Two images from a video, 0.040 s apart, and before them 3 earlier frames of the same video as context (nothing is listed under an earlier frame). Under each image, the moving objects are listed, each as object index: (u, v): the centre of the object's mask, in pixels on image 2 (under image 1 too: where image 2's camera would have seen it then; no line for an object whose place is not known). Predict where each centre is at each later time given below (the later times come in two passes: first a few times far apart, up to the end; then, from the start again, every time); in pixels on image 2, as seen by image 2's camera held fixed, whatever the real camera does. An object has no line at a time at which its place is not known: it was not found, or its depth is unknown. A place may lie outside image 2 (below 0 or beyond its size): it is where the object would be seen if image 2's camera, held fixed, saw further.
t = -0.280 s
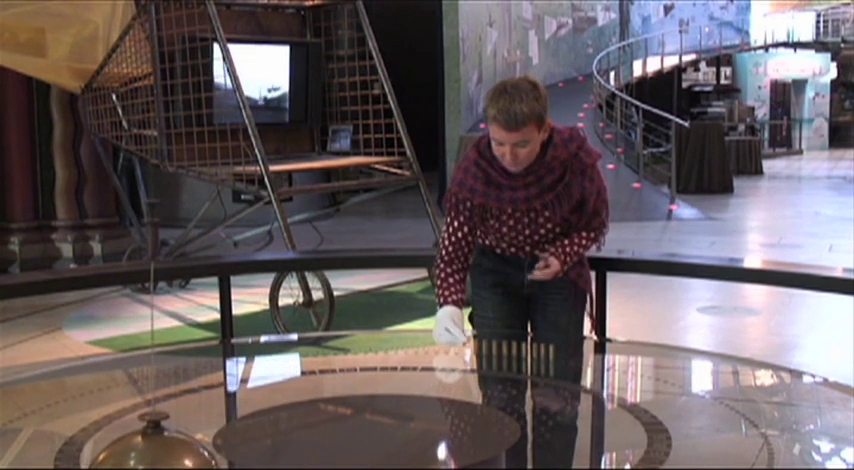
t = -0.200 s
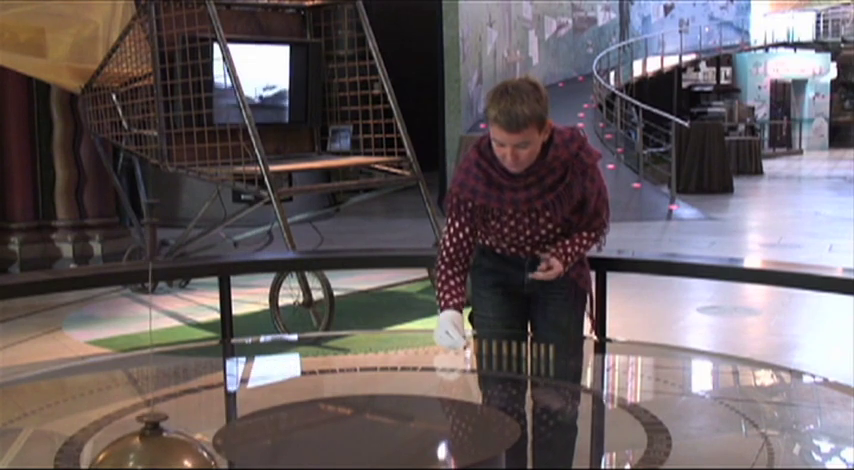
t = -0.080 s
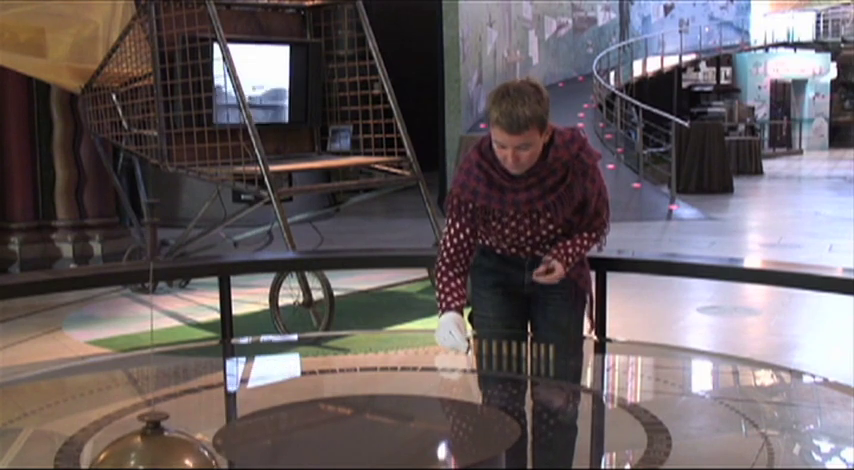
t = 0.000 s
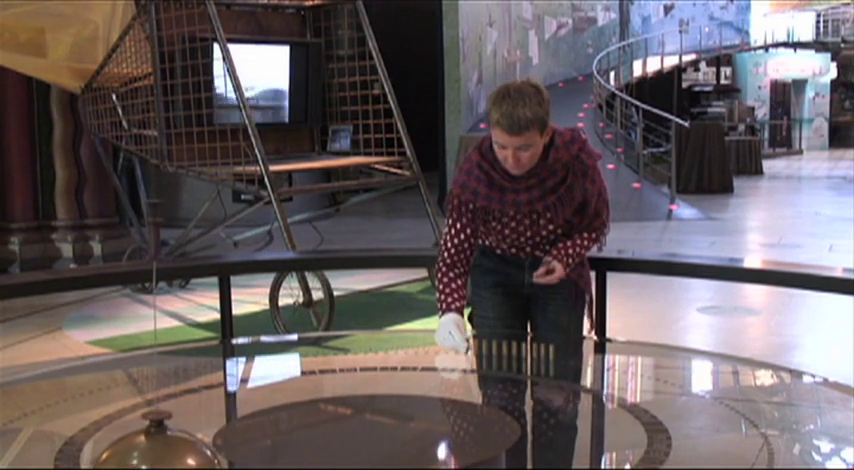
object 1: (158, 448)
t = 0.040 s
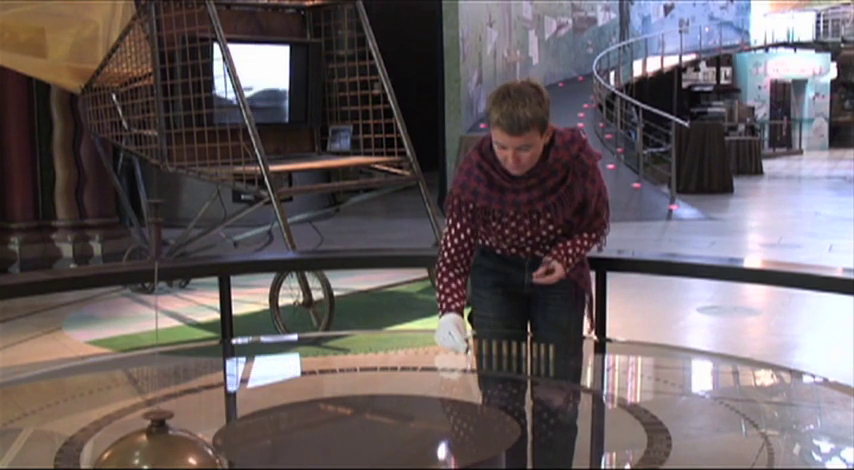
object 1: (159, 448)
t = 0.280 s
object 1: (173, 445)
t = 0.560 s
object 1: (203, 440)
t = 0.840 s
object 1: (240, 433)
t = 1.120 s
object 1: (278, 423)
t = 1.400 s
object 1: (318, 404)
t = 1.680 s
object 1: (355, 383)
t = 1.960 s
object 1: (386, 361)
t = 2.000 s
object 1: (391, 359)
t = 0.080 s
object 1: (160, 448)
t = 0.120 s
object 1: (162, 447)
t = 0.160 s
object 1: (164, 447)
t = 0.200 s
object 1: (166, 446)
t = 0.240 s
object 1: (170, 446)
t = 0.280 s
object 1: (173, 445)
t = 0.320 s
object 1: (177, 445)
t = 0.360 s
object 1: (181, 444)
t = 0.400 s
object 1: (185, 443)
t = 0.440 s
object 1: (189, 443)
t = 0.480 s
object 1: (194, 442)
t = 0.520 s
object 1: (198, 441)
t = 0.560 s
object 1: (203, 440)
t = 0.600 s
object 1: (208, 439)
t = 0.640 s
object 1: (213, 439)
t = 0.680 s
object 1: (218, 437)
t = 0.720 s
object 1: (223, 436)
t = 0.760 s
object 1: (229, 435)
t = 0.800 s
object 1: (234, 434)
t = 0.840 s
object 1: (240, 433)
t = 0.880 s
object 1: (245, 432)
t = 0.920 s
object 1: (251, 430)
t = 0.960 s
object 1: (257, 429)
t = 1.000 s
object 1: (262, 428)
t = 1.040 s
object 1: (268, 426)
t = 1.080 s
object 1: (273, 424)
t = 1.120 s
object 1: (278, 423)
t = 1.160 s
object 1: (283, 422)
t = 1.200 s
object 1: (291, 418)
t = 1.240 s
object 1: (297, 416)
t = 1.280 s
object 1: (302, 414)
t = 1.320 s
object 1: (308, 410)
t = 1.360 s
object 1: (313, 407)
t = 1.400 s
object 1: (318, 404)
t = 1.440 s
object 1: (324, 400)
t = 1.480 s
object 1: (329, 397)
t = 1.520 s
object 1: (334, 395)
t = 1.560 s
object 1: (339, 393)
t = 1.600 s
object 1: (345, 389)
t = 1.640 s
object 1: (350, 386)
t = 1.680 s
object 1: (355, 383)
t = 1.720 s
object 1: (359, 380)
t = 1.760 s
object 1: (364, 375)
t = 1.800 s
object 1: (369, 373)
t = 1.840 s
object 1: (374, 370)
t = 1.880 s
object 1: (378, 367)
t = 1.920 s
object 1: (382, 364)
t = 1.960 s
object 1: (386, 361)
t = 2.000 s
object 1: (391, 359)
